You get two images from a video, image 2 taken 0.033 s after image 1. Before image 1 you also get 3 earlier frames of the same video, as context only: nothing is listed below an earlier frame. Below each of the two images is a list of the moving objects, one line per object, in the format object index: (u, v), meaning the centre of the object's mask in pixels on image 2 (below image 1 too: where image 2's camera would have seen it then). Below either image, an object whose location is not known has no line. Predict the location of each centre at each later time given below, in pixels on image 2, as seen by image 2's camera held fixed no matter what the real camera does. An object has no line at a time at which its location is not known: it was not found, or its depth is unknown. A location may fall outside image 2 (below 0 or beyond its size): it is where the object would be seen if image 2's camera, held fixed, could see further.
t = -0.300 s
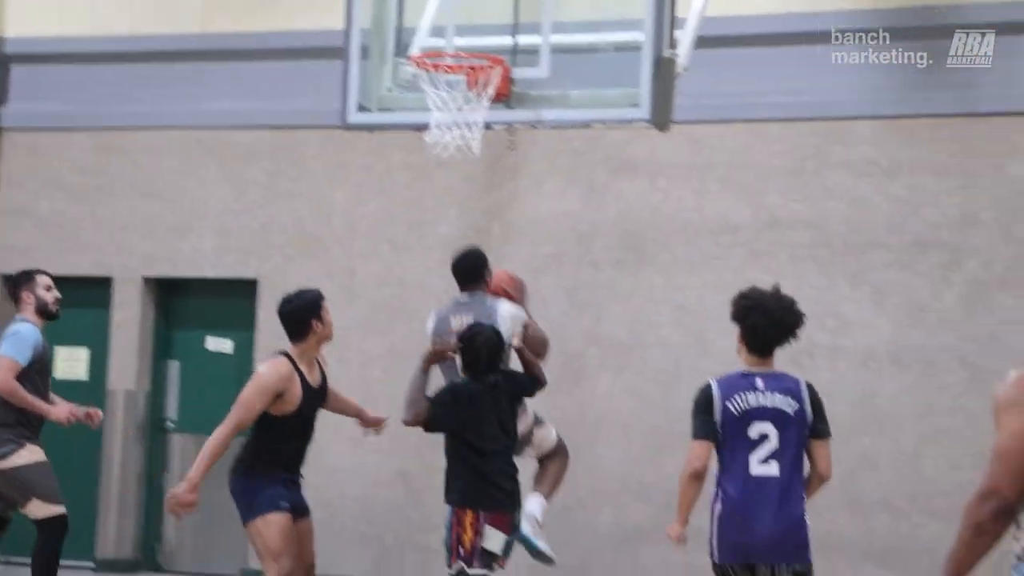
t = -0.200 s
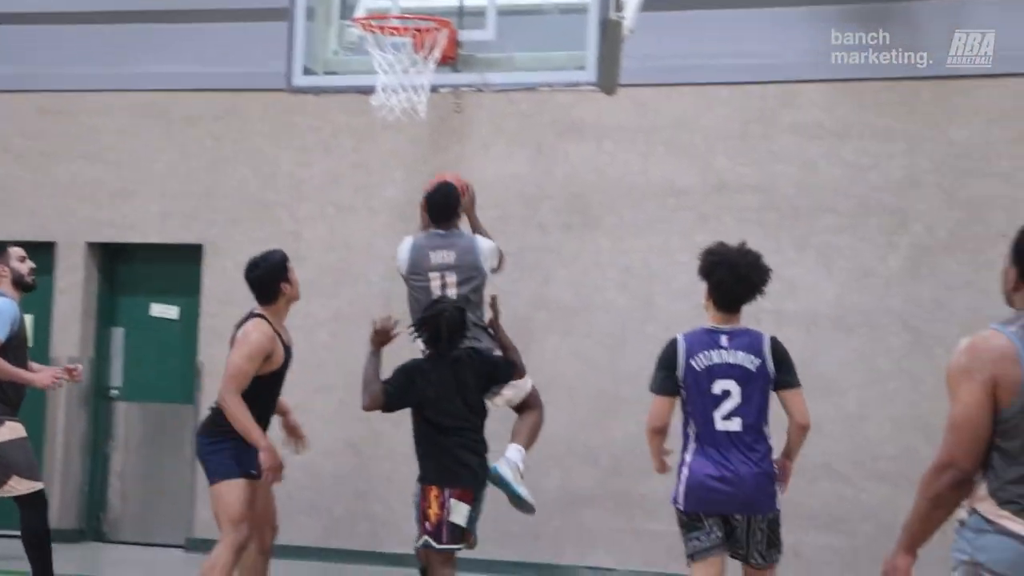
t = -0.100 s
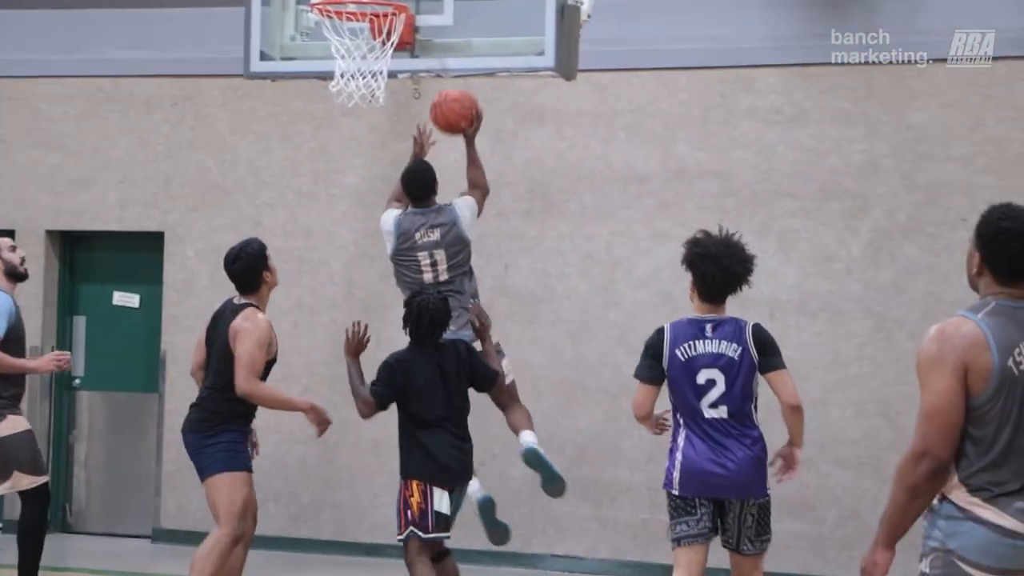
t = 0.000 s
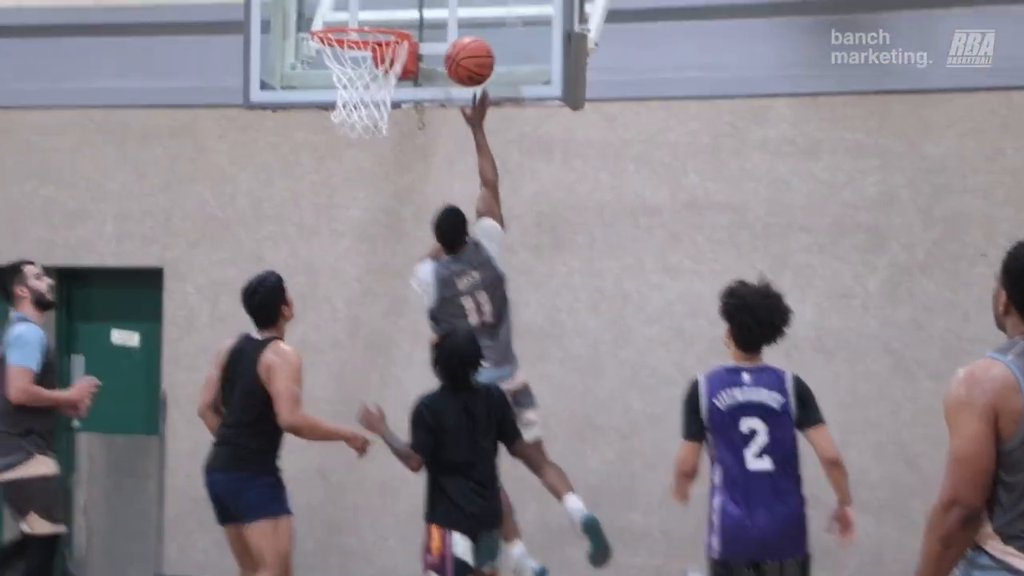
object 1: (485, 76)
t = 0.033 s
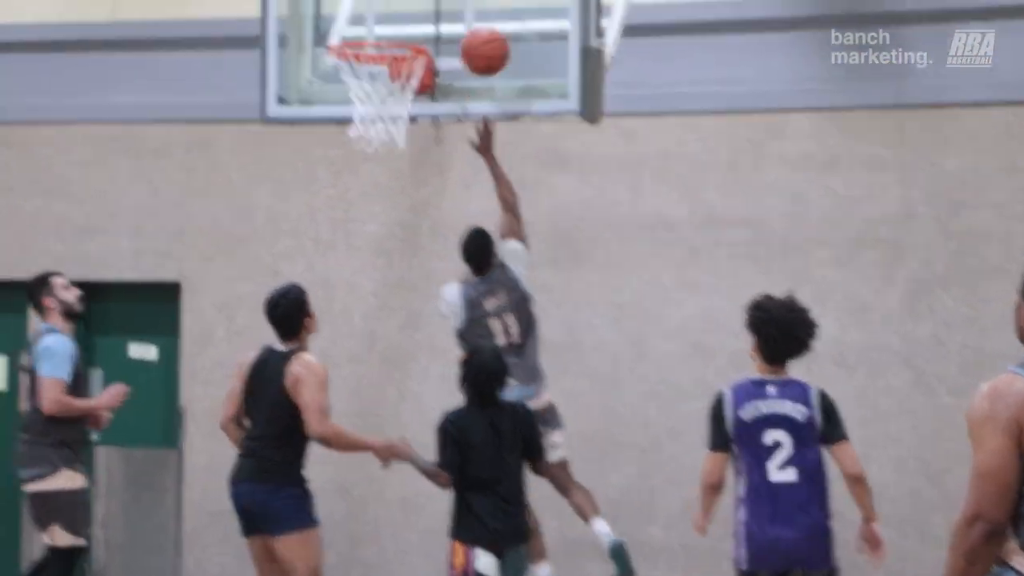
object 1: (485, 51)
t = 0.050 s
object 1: (484, 39)
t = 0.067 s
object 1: (484, 29)
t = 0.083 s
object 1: (483, 18)
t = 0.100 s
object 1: (482, 9)
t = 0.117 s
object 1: (480, 3)
